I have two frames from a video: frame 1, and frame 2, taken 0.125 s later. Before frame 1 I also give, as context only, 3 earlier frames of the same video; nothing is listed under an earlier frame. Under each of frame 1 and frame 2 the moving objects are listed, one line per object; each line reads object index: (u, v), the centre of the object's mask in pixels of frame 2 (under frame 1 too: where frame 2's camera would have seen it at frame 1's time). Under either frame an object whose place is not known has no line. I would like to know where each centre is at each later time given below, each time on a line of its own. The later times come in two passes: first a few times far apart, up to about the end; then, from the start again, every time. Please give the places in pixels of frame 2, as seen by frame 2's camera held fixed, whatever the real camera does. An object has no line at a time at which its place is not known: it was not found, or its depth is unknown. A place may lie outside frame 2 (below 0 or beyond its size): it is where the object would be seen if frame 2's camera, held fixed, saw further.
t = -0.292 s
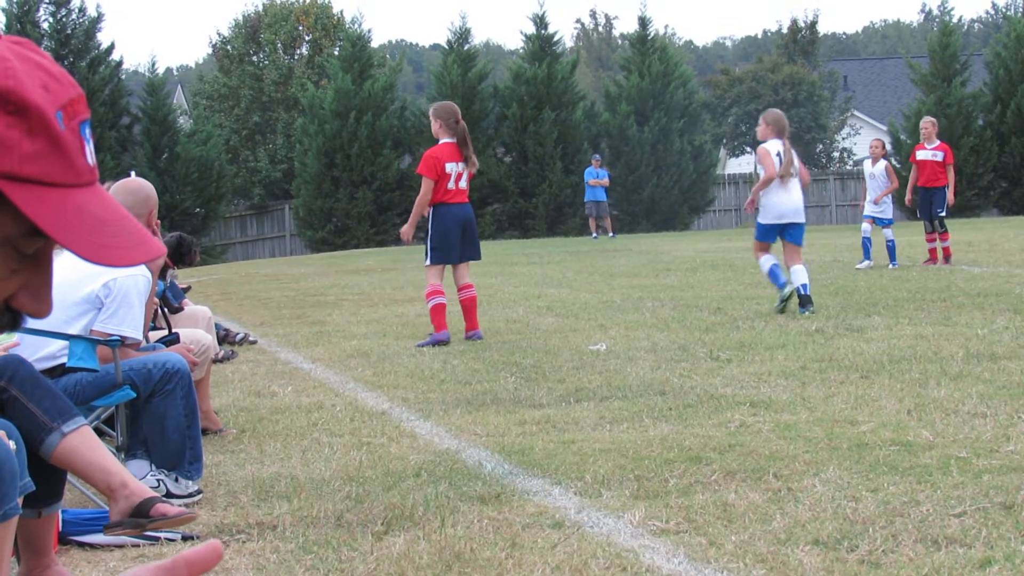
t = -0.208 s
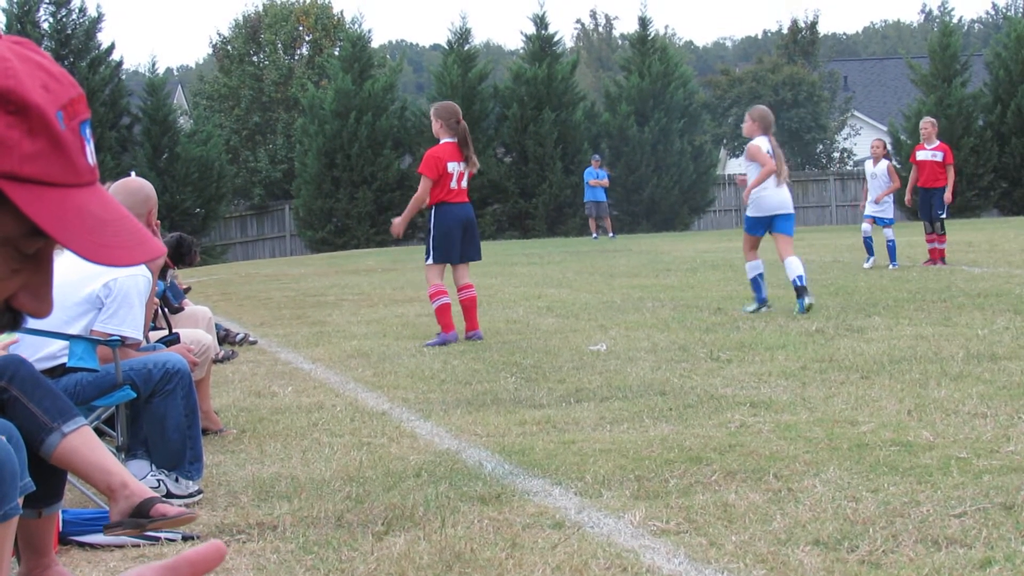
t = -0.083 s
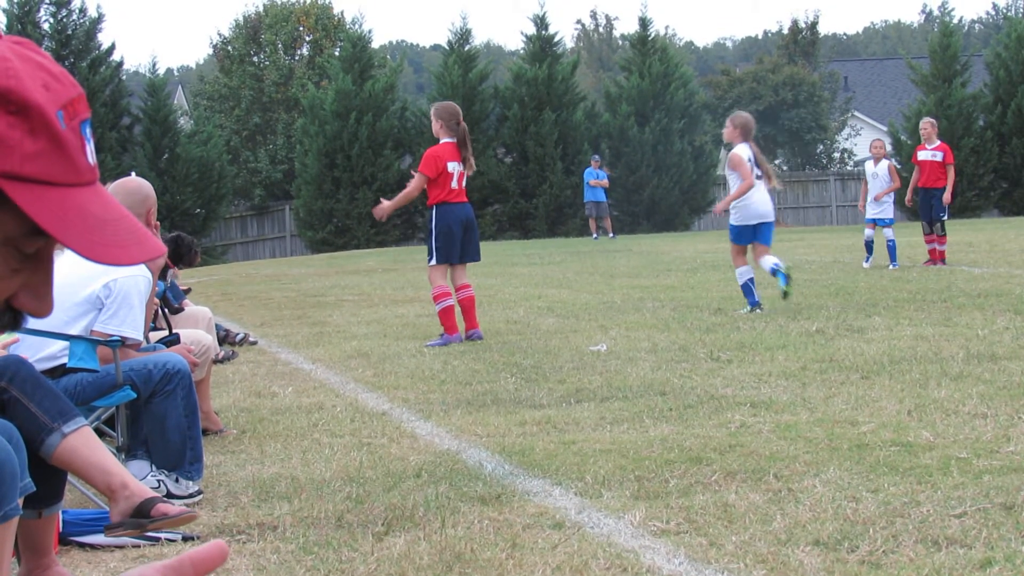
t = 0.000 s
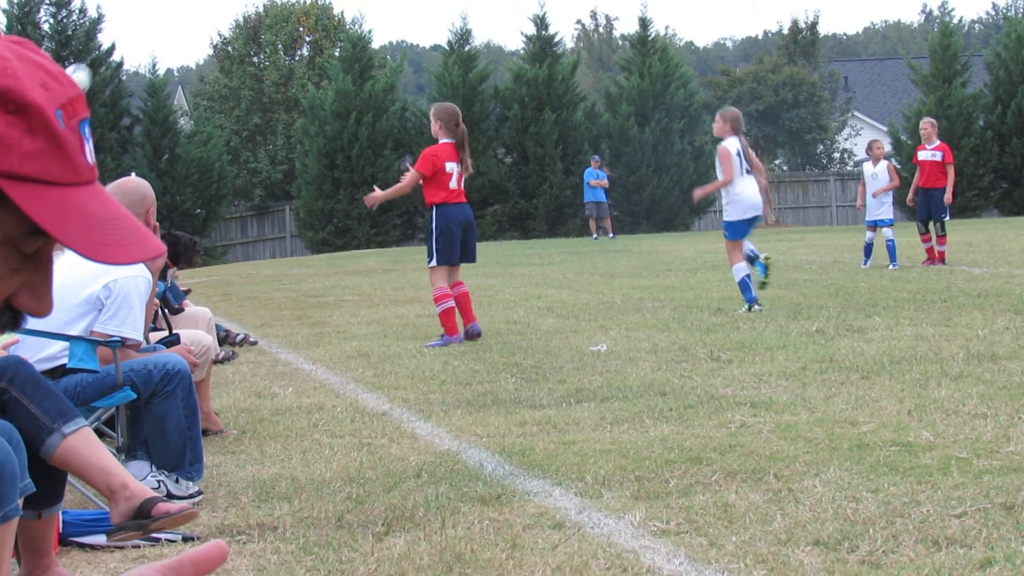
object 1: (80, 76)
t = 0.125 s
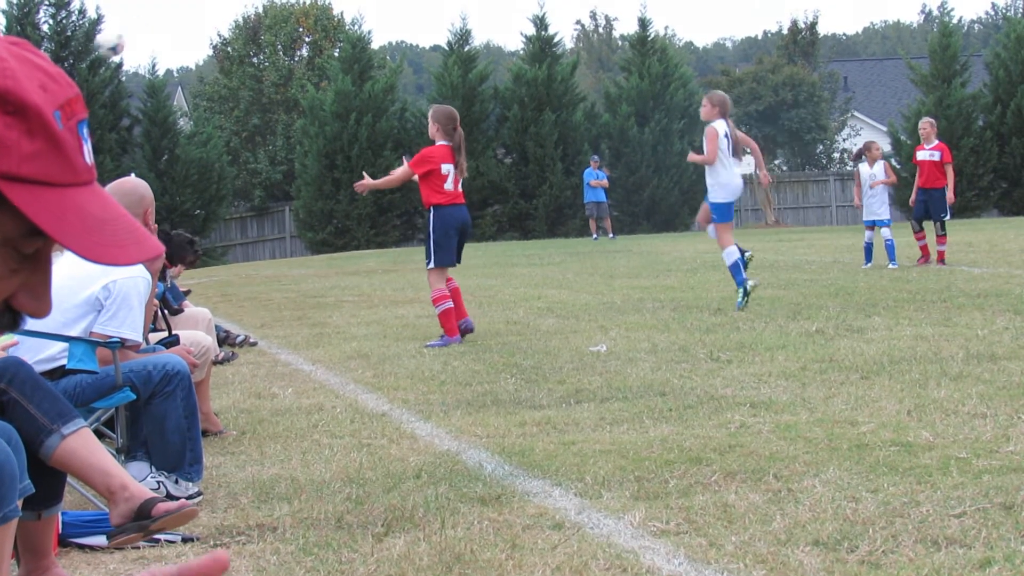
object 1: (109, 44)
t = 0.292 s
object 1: (161, 28)
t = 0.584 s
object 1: (261, 91)
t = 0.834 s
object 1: (357, 254)
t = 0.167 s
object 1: (123, 35)
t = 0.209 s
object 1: (135, 31)
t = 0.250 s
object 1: (149, 28)
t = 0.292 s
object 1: (161, 28)
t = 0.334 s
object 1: (176, 27)
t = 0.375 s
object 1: (189, 32)
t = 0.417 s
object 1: (203, 41)
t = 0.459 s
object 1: (219, 50)
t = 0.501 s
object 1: (232, 58)
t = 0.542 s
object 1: (246, 73)
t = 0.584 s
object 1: (261, 91)
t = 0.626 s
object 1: (276, 110)
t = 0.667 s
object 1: (292, 133)
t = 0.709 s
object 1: (308, 160)
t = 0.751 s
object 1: (325, 190)
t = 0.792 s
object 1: (341, 222)
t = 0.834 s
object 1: (357, 254)
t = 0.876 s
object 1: (374, 293)
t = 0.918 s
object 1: (391, 330)
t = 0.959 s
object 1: (397, 307)
